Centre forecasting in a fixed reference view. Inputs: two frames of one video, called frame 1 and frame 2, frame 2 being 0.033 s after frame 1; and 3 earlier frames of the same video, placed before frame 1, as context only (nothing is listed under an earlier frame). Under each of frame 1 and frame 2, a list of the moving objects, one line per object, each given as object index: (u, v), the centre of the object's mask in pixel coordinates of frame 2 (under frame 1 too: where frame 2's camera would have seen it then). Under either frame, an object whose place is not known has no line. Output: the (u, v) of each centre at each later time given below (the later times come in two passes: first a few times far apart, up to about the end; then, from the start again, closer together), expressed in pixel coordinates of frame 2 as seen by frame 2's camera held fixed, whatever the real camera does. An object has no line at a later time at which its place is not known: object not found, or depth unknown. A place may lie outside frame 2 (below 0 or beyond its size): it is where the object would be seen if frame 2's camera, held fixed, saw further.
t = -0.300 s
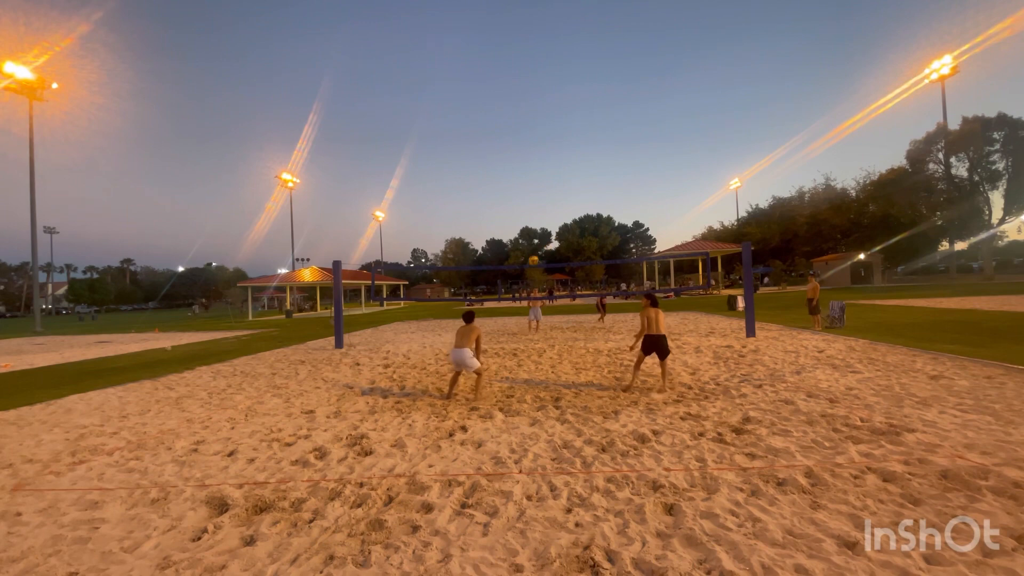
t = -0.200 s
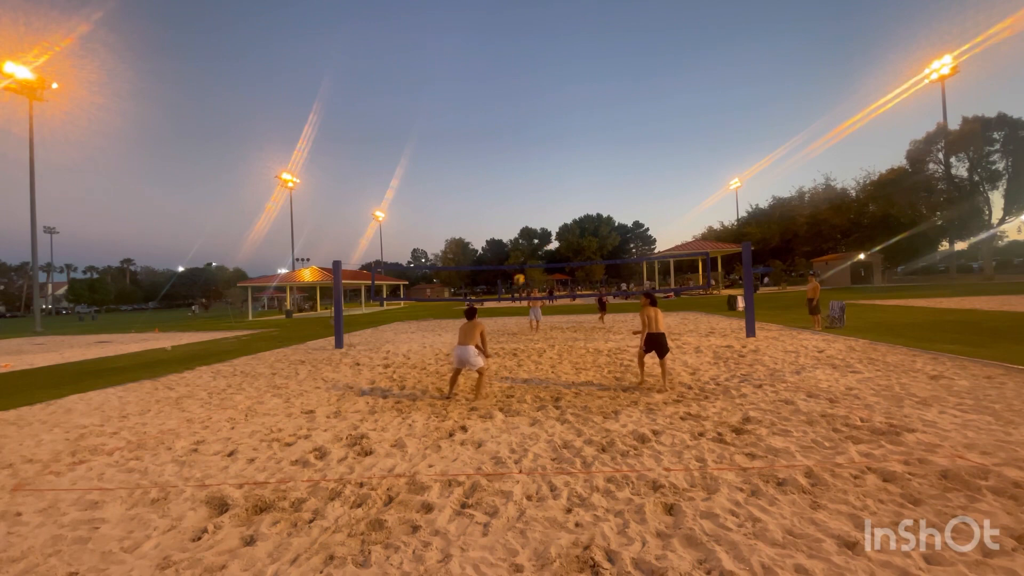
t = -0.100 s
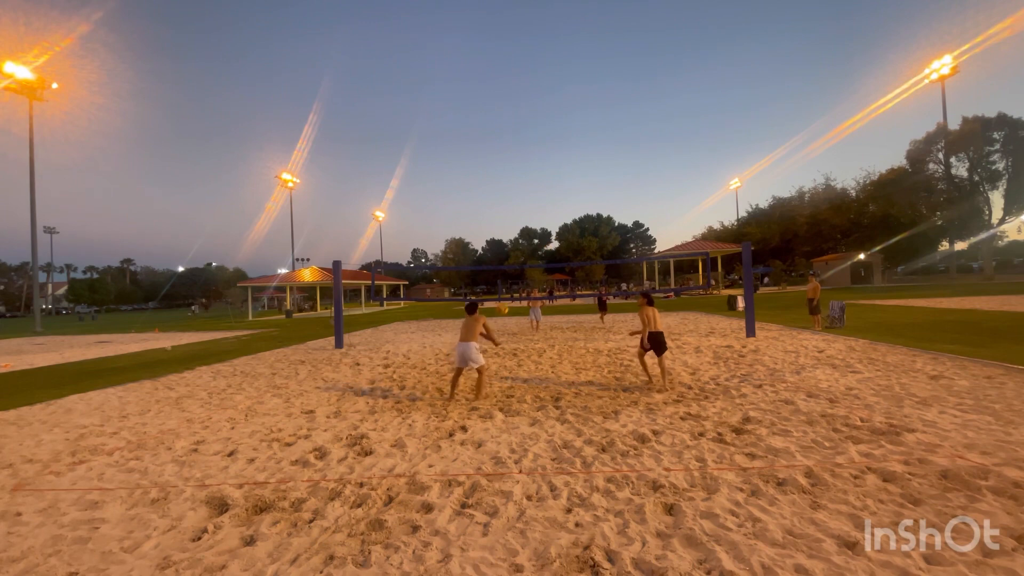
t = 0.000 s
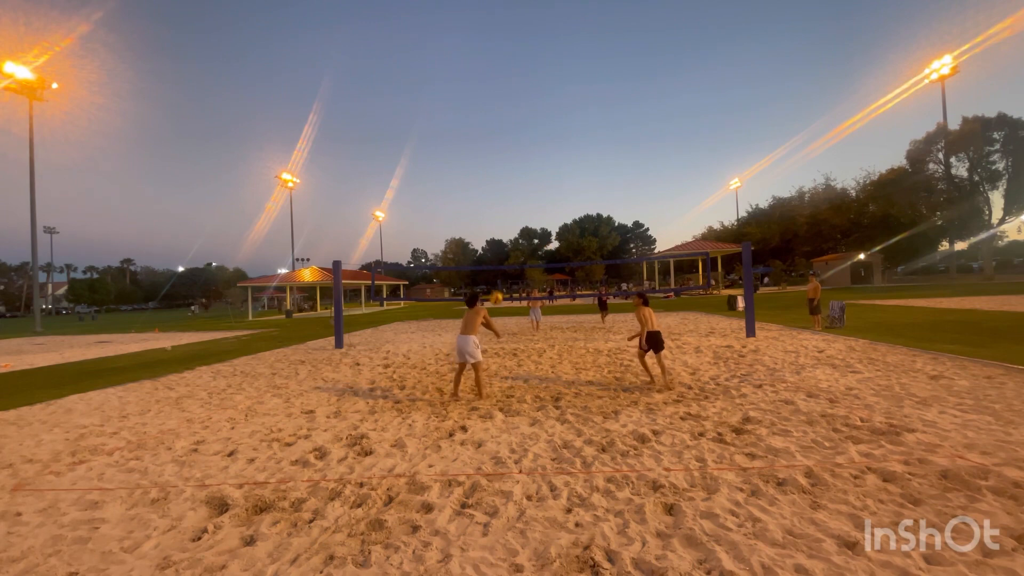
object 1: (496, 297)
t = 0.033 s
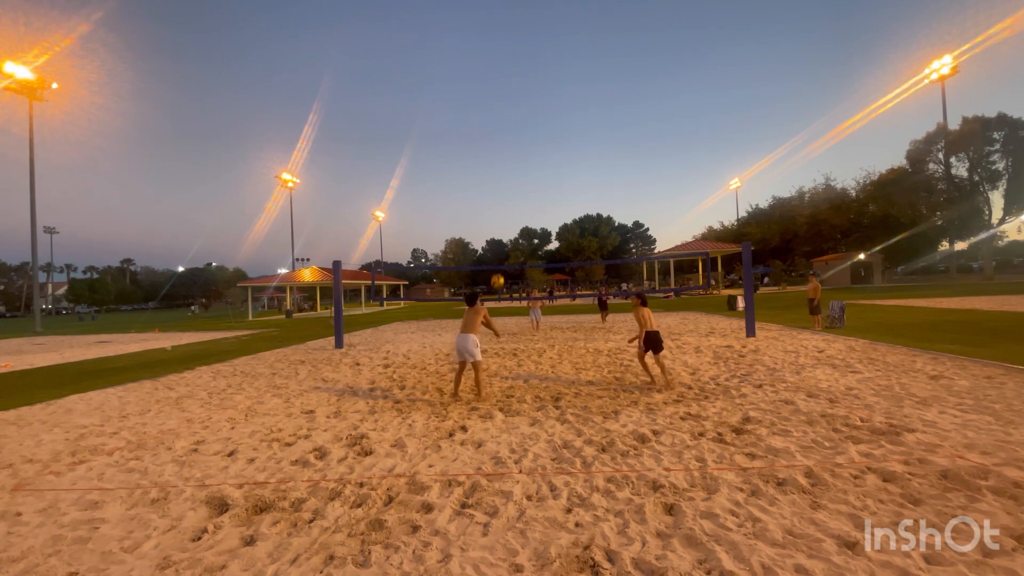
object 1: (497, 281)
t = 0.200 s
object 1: (506, 211)
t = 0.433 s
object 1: (517, 146)
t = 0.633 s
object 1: (526, 117)
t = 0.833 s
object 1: (535, 111)
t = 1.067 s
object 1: (545, 129)
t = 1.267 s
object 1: (554, 162)
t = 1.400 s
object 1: (560, 193)
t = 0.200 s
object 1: (506, 211)
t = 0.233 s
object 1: (507, 199)
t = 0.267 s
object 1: (509, 188)
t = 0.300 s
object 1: (510, 178)
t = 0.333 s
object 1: (512, 169)
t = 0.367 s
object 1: (514, 161)
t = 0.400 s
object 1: (515, 153)
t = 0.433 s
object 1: (517, 146)
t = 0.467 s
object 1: (518, 139)
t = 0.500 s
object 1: (520, 134)
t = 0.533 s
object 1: (521, 129)
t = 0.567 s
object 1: (523, 124)
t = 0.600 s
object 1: (524, 121)
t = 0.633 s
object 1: (526, 117)
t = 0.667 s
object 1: (527, 115)
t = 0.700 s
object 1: (529, 113)
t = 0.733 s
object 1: (530, 112)
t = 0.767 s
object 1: (532, 111)
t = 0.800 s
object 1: (533, 111)
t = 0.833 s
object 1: (535, 111)
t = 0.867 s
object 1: (536, 112)
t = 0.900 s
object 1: (538, 114)
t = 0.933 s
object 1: (539, 116)
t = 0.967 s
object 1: (541, 118)
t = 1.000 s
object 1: (542, 121)
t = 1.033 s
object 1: (544, 125)
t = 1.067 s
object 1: (545, 129)
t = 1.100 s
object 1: (547, 133)
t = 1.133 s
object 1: (548, 138)
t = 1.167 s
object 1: (550, 143)
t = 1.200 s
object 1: (551, 149)
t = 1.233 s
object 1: (553, 156)
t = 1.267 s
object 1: (554, 162)
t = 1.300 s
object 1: (556, 170)
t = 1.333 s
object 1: (557, 177)
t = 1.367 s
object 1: (559, 185)
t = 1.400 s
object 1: (560, 193)
